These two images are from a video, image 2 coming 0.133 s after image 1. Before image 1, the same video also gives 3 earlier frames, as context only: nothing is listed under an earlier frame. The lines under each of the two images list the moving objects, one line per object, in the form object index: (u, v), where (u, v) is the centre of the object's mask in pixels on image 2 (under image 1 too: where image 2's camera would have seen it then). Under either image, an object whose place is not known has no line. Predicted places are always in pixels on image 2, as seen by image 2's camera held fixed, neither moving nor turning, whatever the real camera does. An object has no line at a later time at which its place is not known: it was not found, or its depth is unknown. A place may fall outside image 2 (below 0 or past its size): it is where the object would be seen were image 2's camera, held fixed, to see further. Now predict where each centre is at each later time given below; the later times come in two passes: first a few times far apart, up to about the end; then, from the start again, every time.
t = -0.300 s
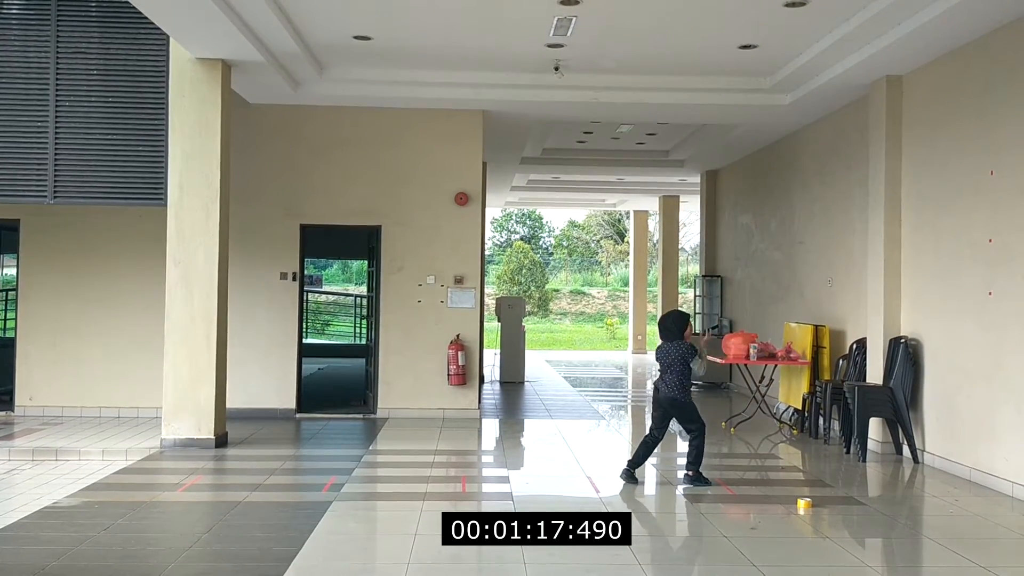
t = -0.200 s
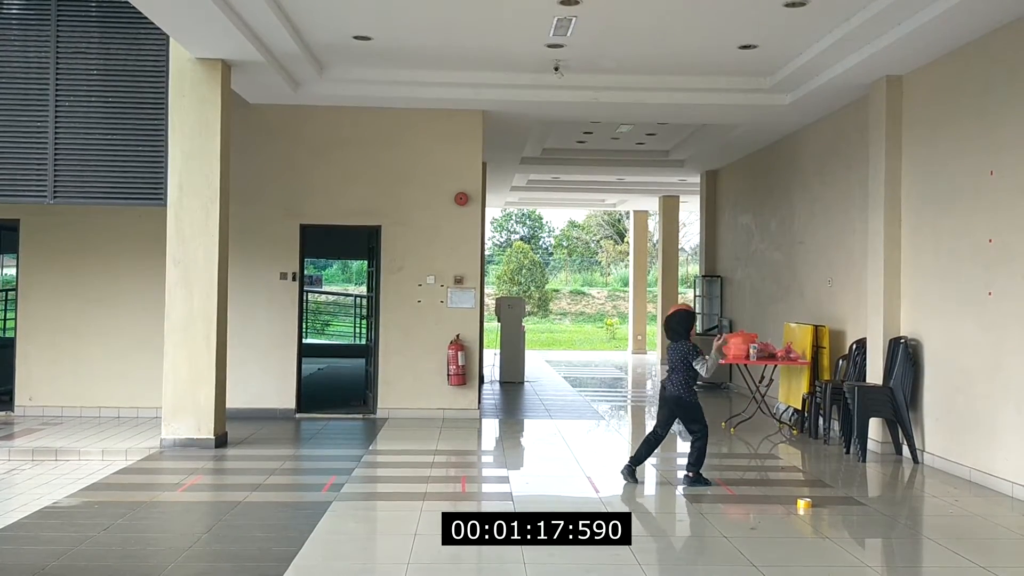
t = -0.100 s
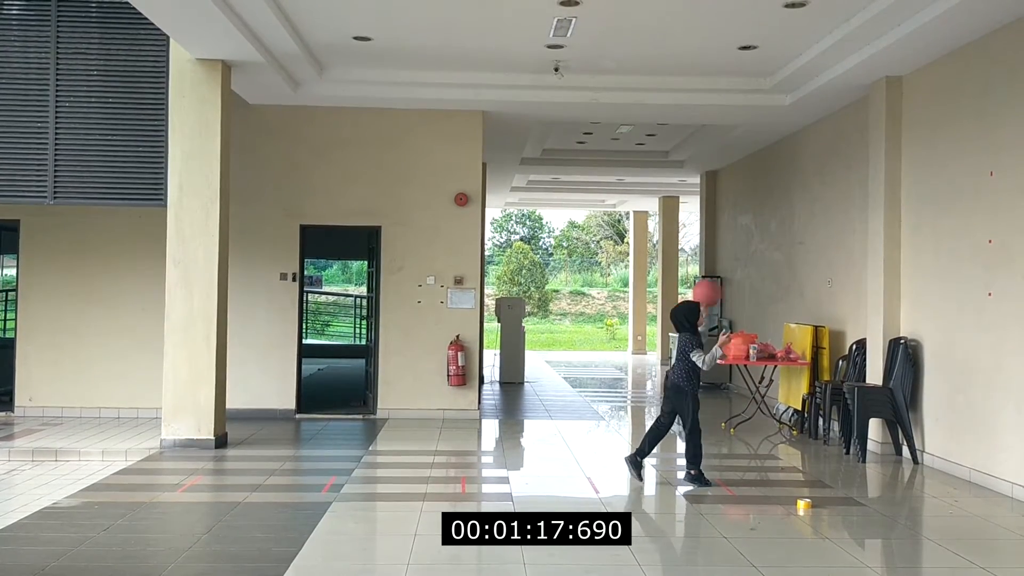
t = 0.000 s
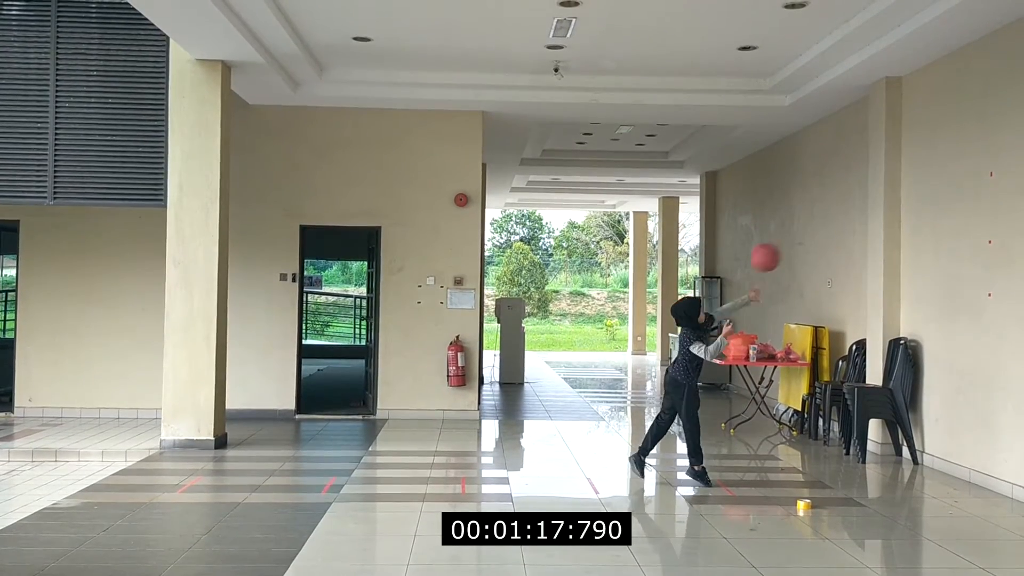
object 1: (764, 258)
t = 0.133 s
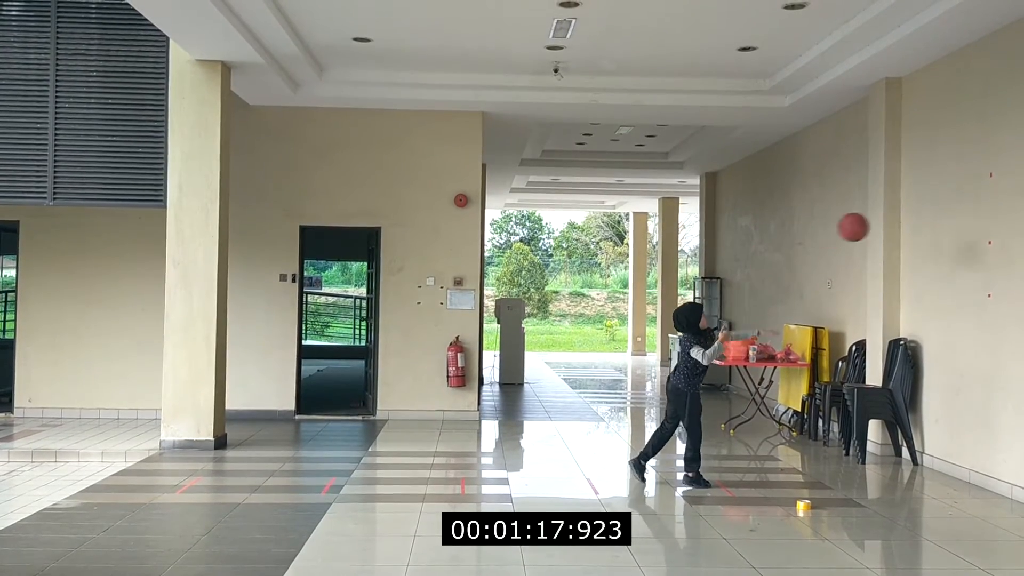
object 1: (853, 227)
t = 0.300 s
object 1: (963, 220)
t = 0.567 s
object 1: (850, 290)
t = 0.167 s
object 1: (875, 223)
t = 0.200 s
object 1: (897, 220)
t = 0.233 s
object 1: (920, 219)
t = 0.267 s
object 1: (942, 219)
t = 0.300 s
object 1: (963, 220)
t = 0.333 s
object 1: (972, 224)
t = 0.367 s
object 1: (954, 229)
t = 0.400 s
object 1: (937, 235)
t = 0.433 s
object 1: (920, 243)
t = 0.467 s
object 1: (903, 253)
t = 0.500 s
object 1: (885, 264)
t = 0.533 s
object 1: (867, 276)
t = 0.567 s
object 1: (850, 290)
